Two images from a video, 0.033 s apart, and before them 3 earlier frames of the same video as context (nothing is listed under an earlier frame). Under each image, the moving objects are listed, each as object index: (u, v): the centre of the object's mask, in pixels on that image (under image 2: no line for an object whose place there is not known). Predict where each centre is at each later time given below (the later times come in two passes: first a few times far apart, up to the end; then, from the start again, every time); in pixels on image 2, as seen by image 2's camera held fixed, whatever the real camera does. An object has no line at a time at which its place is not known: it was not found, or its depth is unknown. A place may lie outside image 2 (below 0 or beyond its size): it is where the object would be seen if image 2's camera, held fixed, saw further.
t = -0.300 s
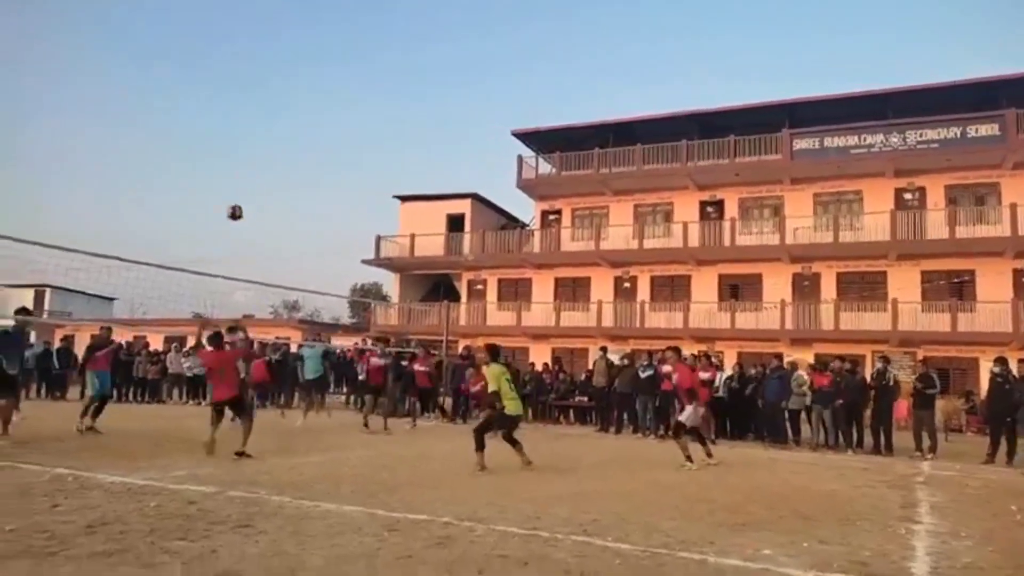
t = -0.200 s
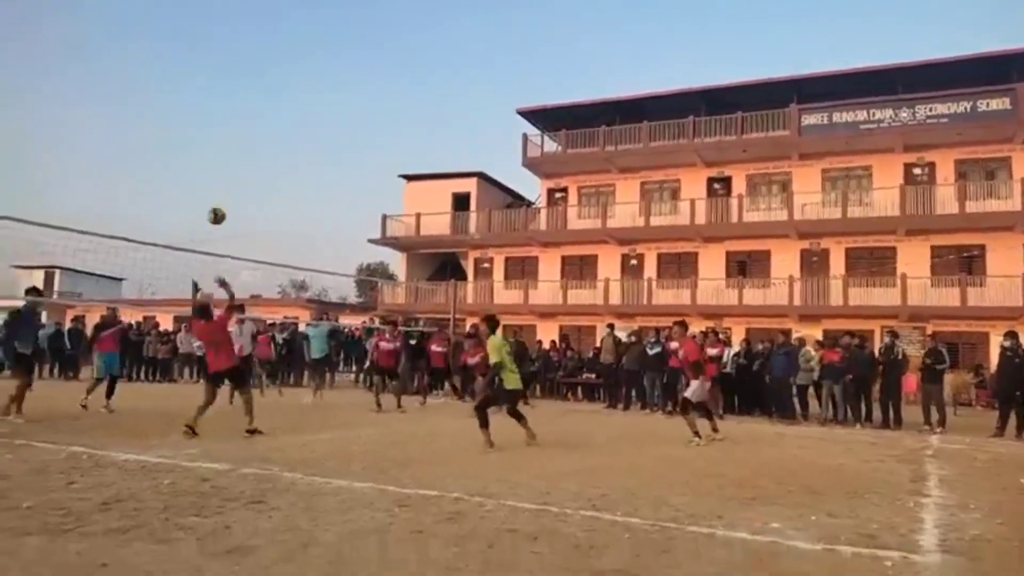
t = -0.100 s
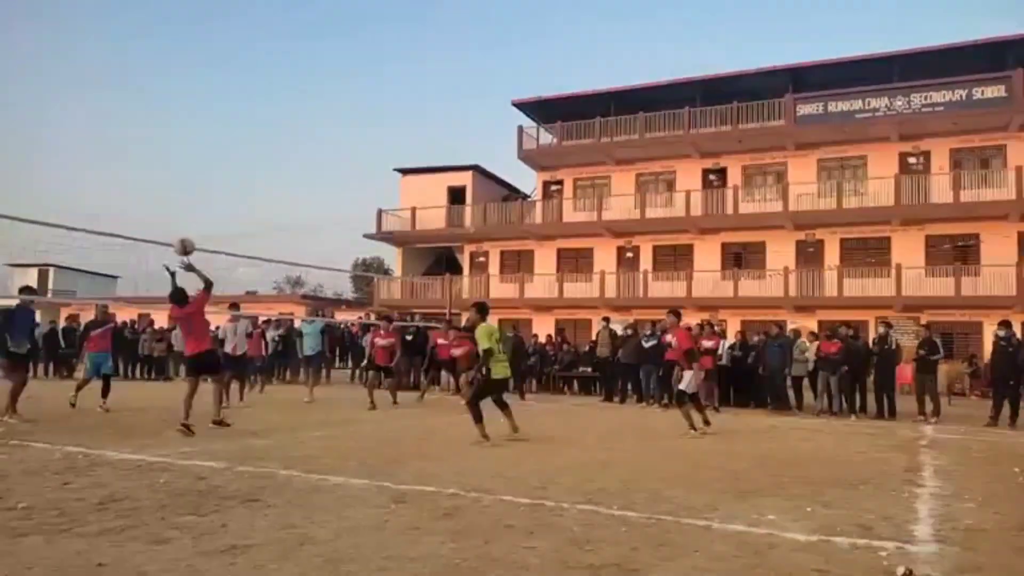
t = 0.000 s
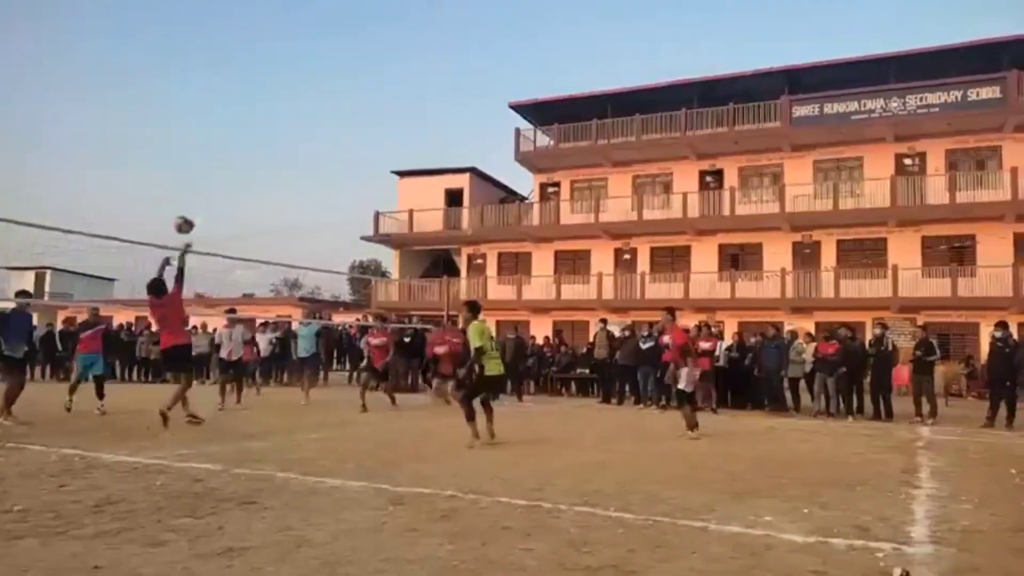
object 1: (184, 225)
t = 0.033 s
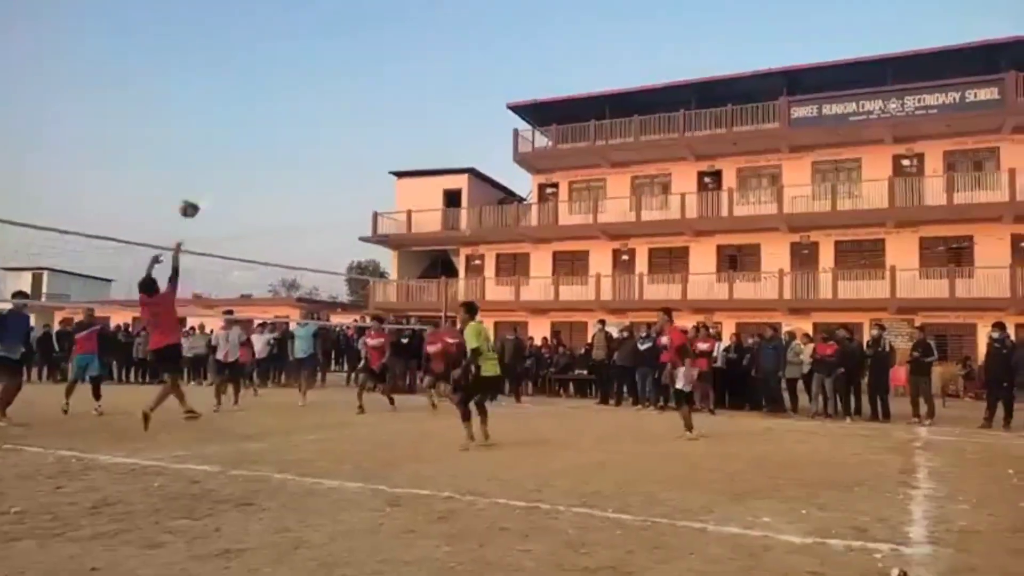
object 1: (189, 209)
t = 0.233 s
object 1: (226, 135)
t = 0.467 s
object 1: (262, 96)
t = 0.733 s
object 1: (296, 102)
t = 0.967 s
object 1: (320, 143)
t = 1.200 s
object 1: (341, 216)
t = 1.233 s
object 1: (344, 228)
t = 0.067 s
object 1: (195, 194)
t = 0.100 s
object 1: (202, 180)
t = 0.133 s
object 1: (208, 167)
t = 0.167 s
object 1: (214, 154)
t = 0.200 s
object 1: (220, 144)
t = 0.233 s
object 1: (226, 135)
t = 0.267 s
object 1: (231, 127)
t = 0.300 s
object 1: (237, 119)
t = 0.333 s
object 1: (242, 113)
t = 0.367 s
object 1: (248, 108)
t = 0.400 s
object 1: (252, 103)
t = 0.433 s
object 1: (257, 98)
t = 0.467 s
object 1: (262, 96)
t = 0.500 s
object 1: (267, 94)
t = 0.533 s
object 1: (272, 93)
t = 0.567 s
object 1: (276, 92)
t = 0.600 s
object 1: (280, 93)
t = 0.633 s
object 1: (284, 93)
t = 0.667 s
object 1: (289, 95)
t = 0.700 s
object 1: (292, 98)
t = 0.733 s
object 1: (296, 102)
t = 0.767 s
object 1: (299, 106)
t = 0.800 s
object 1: (304, 112)
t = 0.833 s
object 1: (307, 118)
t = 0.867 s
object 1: (311, 123)
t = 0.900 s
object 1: (314, 130)
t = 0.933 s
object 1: (317, 136)
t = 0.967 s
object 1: (320, 143)
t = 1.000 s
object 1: (325, 153)
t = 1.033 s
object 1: (328, 162)
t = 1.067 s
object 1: (330, 171)
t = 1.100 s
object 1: (333, 182)
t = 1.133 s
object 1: (335, 193)
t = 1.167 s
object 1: (338, 204)
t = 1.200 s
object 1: (341, 216)
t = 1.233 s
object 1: (344, 228)
